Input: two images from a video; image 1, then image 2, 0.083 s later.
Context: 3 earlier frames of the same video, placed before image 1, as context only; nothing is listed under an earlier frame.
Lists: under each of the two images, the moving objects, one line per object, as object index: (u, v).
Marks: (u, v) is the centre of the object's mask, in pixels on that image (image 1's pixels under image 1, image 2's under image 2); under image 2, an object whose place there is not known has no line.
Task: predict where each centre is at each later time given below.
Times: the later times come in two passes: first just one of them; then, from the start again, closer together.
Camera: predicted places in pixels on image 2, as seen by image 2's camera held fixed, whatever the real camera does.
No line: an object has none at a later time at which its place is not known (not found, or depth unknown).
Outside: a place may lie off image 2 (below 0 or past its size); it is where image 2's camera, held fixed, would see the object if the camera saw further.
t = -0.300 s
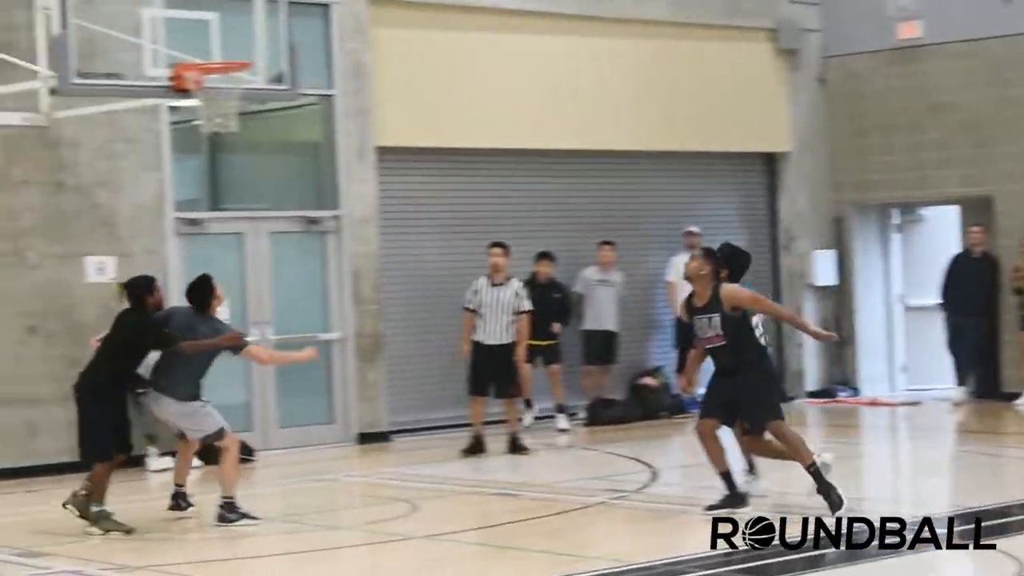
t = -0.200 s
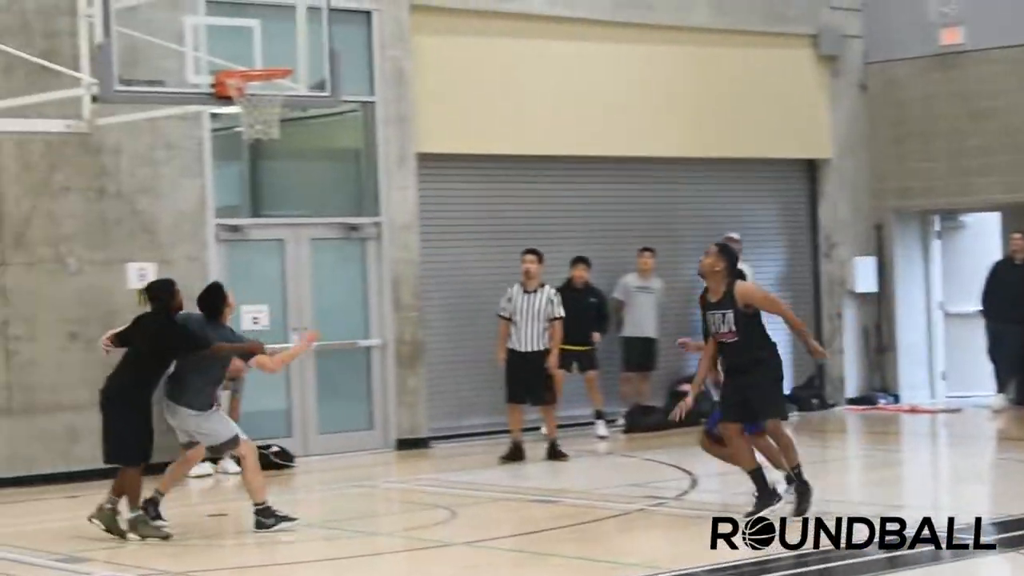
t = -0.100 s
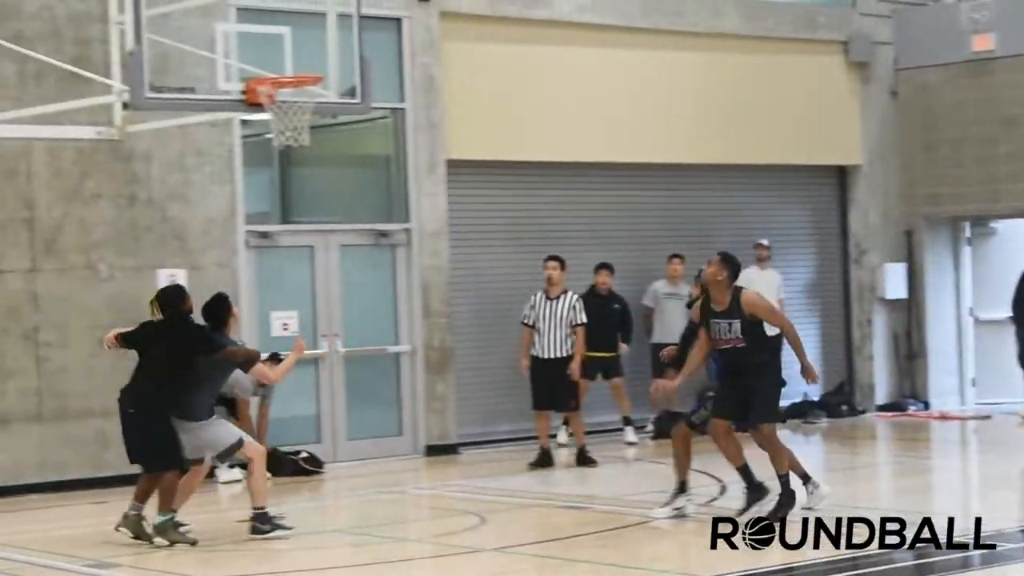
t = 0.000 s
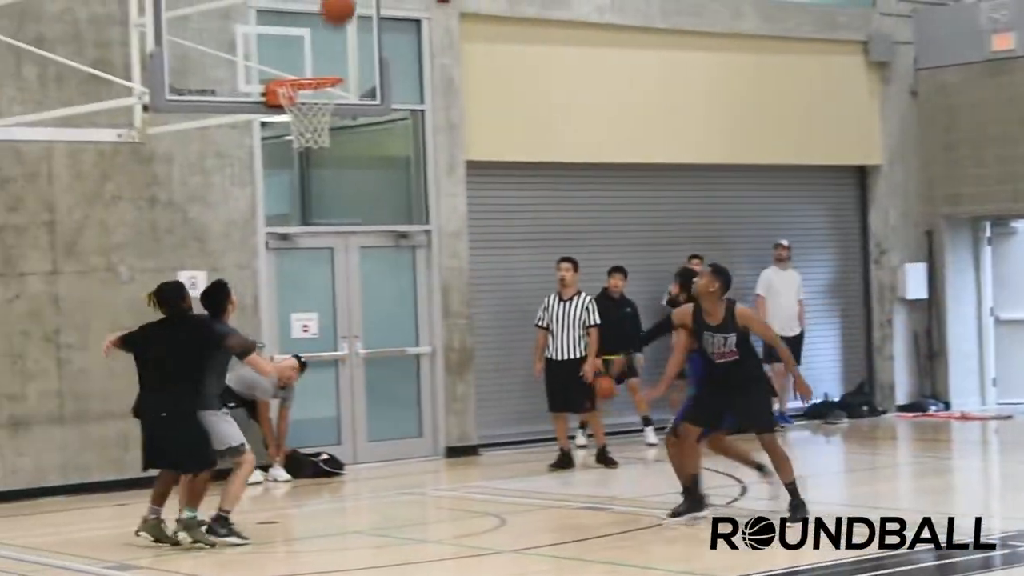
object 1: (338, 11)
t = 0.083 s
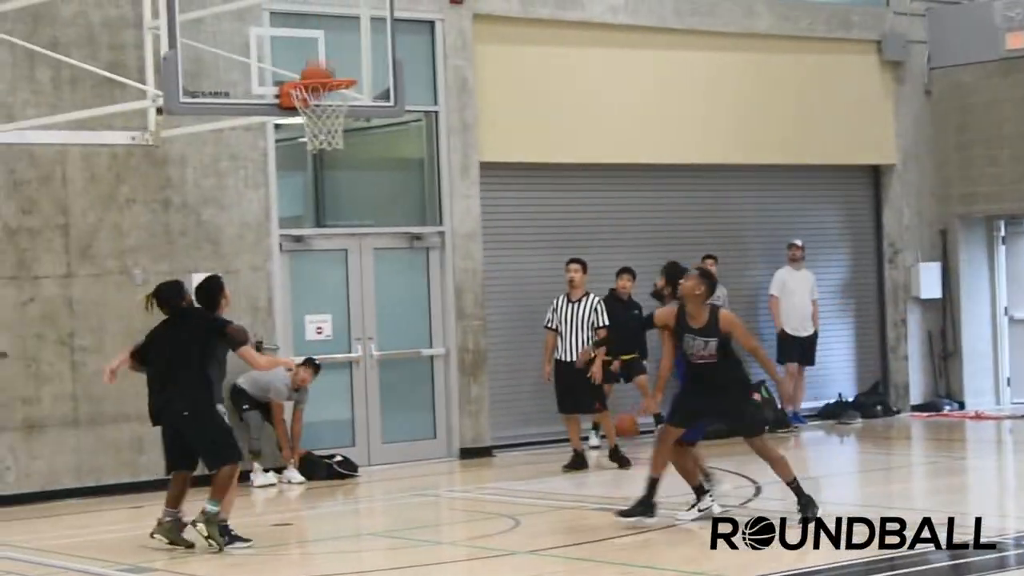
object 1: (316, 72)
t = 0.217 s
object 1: (327, 120)
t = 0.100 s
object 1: (316, 84)
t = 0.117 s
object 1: (319, 96)
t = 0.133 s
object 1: (317, 104)
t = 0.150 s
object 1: (321, 114)
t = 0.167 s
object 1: (320, 117)
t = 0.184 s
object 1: (322, 116)
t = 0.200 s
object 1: (323, 115)
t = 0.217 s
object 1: (327, 120)
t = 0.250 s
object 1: (331, 116)
